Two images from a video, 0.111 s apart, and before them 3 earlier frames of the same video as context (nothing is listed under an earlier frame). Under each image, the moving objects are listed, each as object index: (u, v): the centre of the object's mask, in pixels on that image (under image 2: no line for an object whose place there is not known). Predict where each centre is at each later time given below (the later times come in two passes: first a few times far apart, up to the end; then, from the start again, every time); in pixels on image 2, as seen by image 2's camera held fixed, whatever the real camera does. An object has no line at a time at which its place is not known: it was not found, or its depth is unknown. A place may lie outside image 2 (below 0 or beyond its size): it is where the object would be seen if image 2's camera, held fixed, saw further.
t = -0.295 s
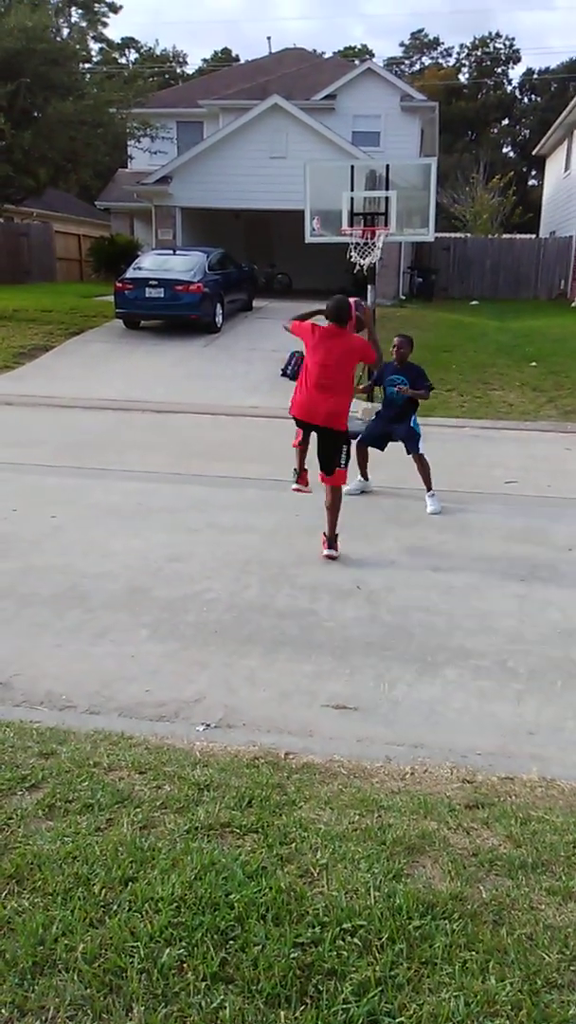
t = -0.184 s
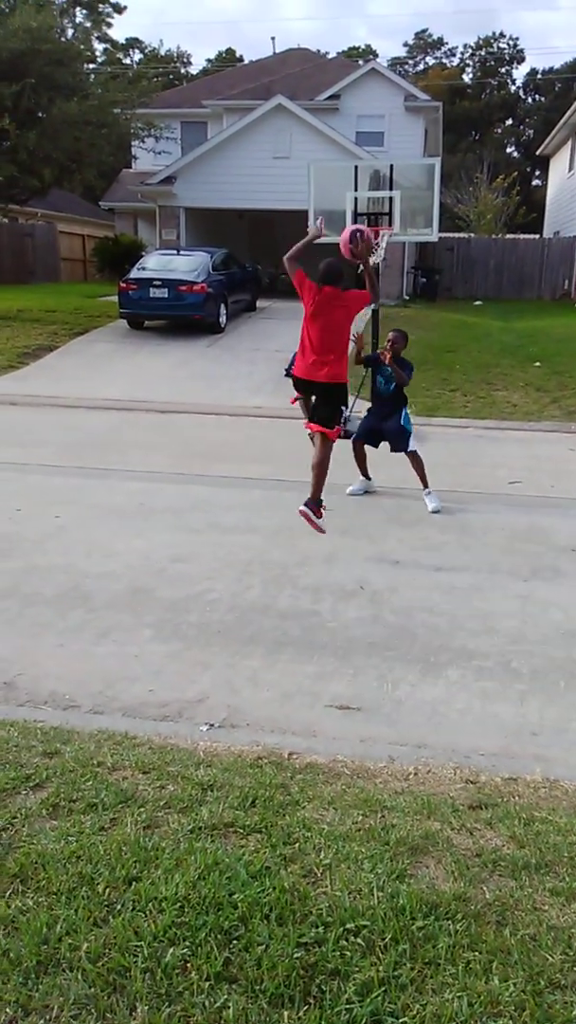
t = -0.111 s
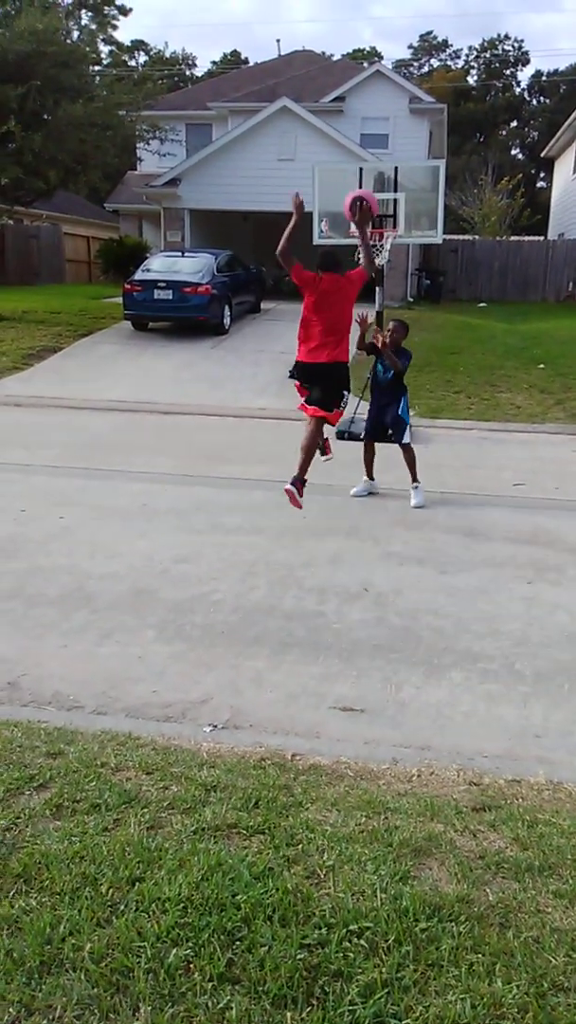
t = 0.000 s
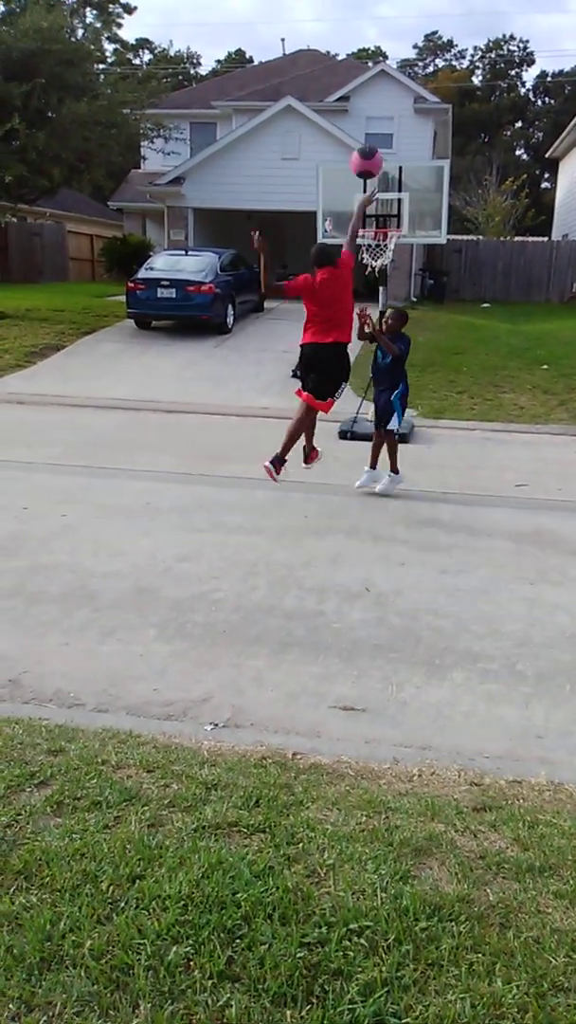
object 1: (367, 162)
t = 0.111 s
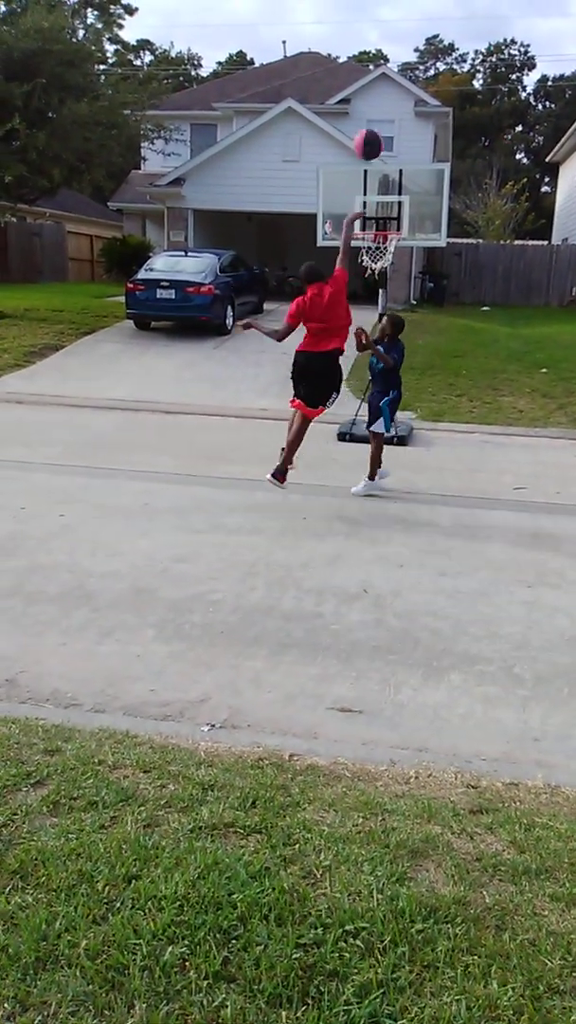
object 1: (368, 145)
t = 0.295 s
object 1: (368, 149)
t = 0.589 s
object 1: (363, 221)
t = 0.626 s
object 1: (360, 215)
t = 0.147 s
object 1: (368, 142)
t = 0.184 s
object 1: (368, 142)
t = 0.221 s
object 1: (368, 143)
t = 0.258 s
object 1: (368, 145)
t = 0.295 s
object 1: (368, 149)
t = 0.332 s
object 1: (369, 154)
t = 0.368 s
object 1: (368, 161)
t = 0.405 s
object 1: (367, 168)
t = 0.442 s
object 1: (367, 177)
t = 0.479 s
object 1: (366, 187)
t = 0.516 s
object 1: (365, 198)
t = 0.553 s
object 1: (364, 210)
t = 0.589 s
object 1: (363, 221)
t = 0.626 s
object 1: (360, 215)
